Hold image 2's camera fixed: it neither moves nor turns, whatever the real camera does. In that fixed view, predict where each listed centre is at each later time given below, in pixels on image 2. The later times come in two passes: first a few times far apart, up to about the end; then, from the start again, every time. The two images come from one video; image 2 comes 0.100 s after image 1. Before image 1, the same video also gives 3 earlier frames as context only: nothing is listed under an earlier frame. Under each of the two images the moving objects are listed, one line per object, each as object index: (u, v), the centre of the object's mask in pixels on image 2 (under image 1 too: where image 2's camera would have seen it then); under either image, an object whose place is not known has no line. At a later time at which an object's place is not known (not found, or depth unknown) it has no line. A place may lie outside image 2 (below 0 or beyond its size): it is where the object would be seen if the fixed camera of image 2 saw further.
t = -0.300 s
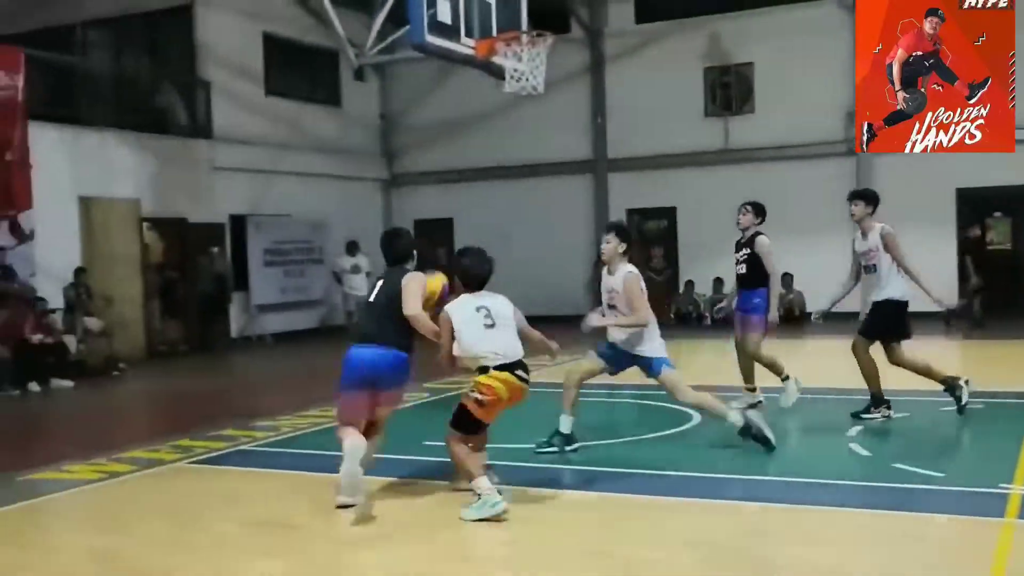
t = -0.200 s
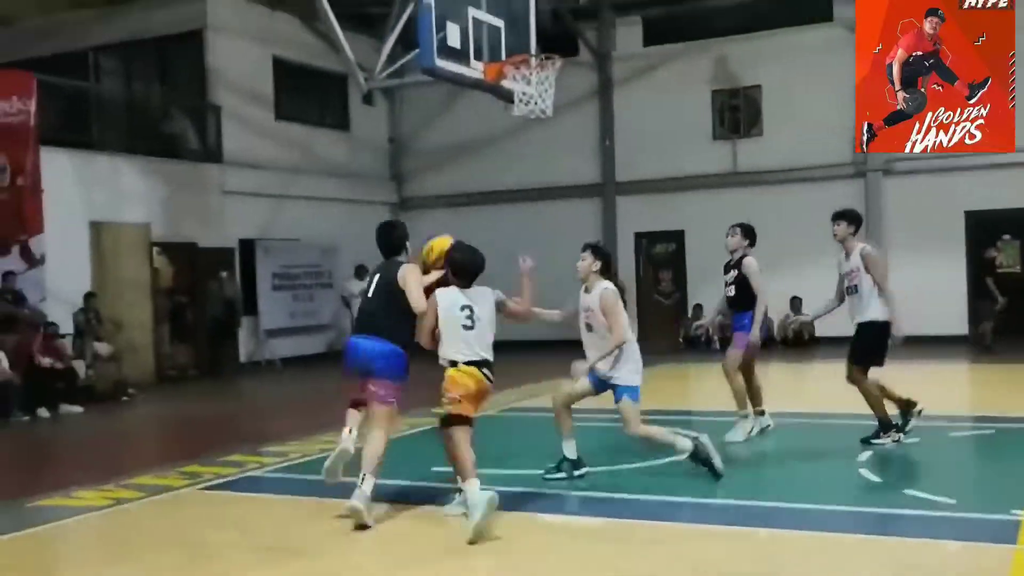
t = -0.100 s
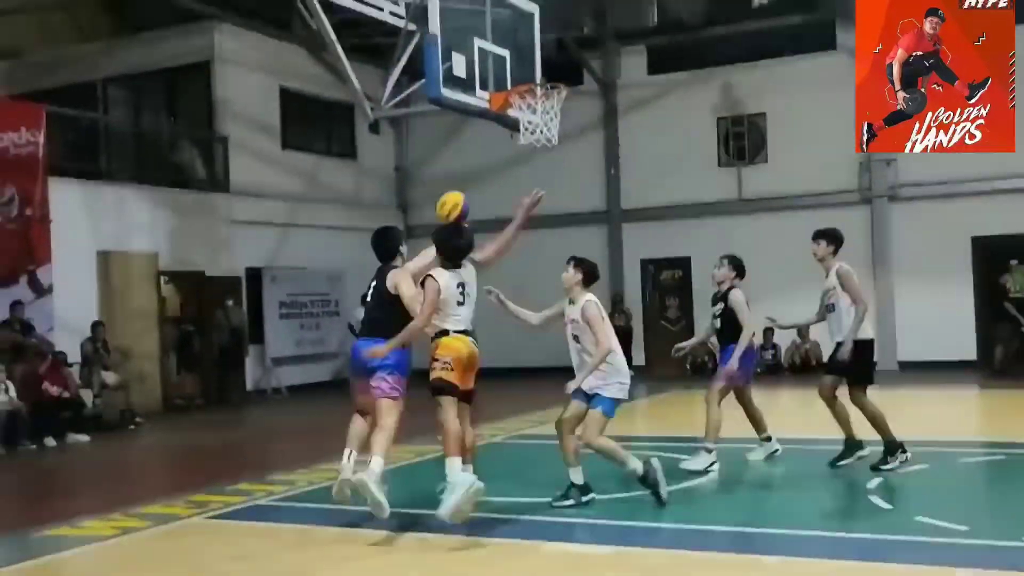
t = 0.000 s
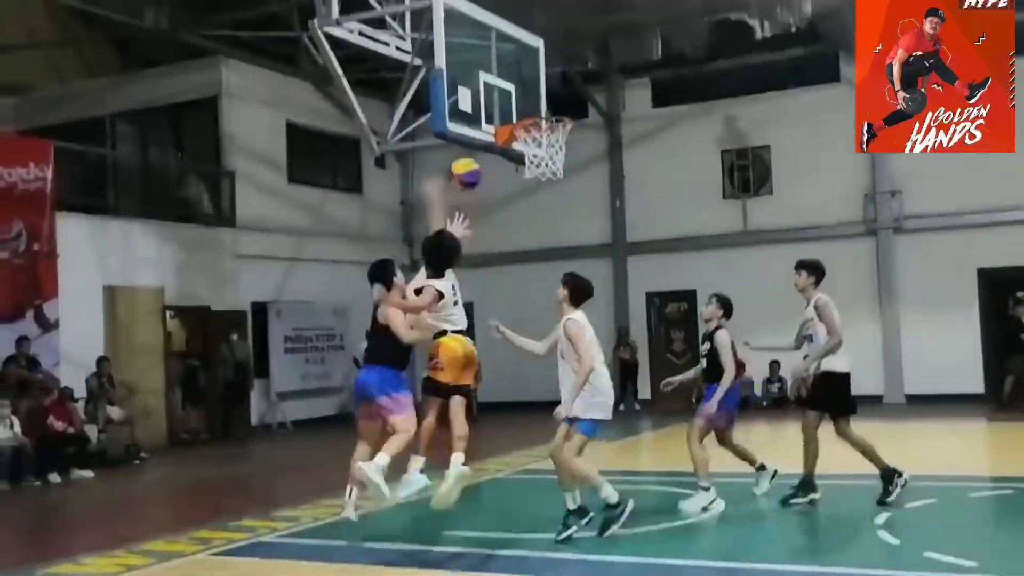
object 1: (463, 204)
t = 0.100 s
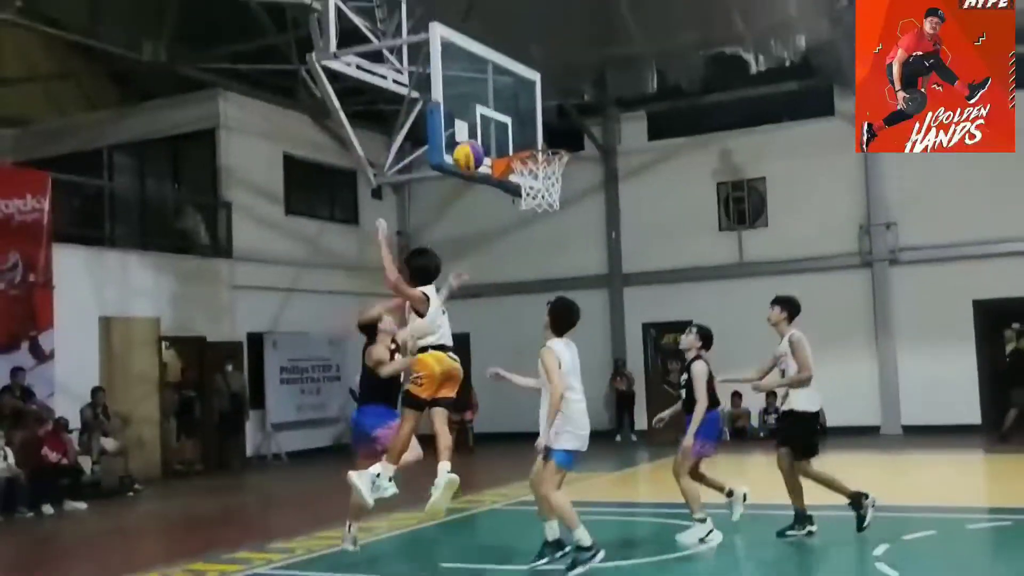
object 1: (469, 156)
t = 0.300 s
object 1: (483, 103)
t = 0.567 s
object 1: (505, 111)
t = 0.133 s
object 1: (472, 143)
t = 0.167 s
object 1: (473, 131)
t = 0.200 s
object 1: (474, 121)
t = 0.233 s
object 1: (479, 113)
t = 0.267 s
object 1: (481, 107)
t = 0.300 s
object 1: (483, 103)
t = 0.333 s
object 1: (486, 99)
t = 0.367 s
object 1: (489, 96)
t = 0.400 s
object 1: (491, 94)
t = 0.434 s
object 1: (493, 93)
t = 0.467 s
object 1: (496, 95)
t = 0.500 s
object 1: (500, 100)
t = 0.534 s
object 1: (501, 104)
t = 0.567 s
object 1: (505, 111)
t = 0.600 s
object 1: (507, 118)
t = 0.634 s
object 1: (510, 126)
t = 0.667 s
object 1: (514, 136)
